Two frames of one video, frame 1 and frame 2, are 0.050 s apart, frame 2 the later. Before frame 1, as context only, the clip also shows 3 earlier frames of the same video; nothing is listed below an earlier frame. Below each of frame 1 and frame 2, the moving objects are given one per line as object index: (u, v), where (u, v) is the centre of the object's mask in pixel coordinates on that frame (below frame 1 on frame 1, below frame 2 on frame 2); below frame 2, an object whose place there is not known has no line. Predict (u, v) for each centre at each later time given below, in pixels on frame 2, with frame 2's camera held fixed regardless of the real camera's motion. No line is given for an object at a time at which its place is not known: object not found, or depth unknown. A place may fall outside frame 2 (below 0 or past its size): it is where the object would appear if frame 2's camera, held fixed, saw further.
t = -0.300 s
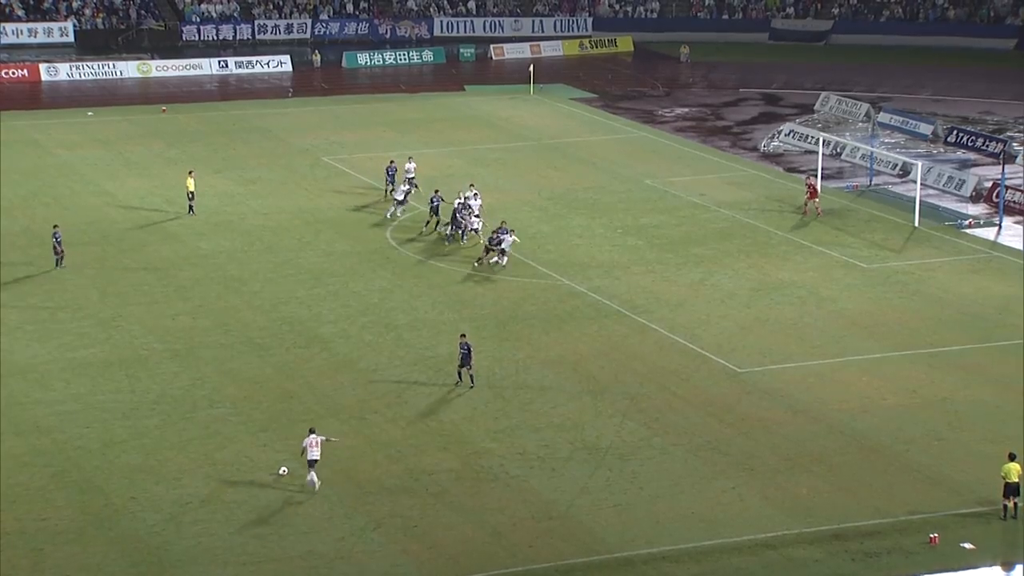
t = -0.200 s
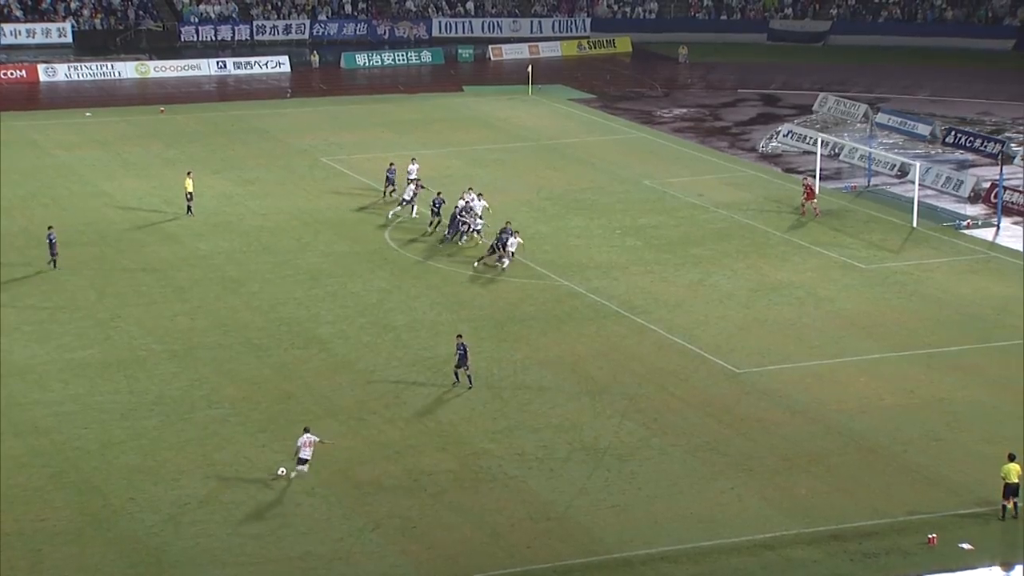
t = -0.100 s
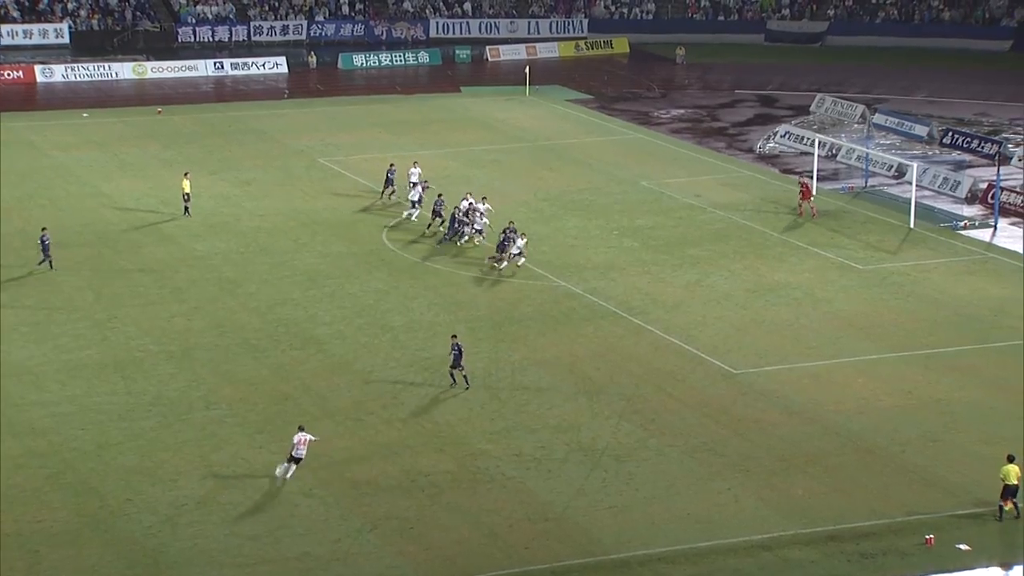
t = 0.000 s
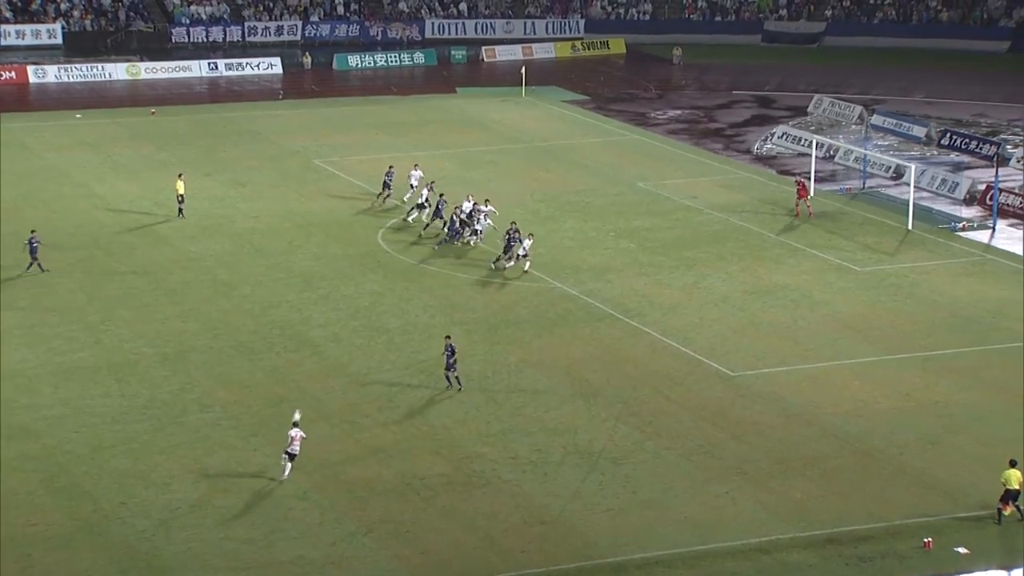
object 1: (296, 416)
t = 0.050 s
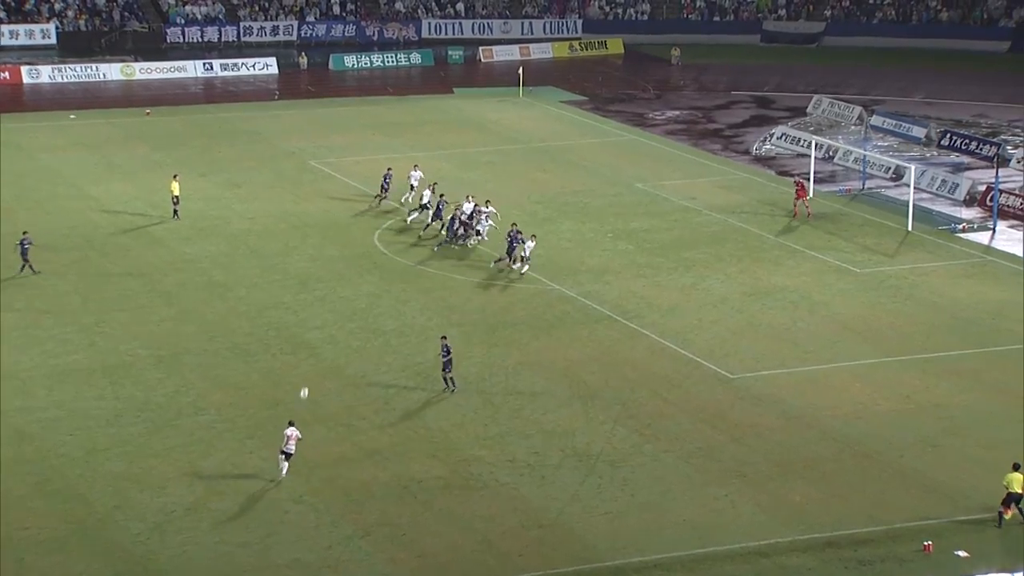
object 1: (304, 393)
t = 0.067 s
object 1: (307, 385)
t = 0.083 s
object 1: (312, 376)
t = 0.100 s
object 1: (316, 369)
